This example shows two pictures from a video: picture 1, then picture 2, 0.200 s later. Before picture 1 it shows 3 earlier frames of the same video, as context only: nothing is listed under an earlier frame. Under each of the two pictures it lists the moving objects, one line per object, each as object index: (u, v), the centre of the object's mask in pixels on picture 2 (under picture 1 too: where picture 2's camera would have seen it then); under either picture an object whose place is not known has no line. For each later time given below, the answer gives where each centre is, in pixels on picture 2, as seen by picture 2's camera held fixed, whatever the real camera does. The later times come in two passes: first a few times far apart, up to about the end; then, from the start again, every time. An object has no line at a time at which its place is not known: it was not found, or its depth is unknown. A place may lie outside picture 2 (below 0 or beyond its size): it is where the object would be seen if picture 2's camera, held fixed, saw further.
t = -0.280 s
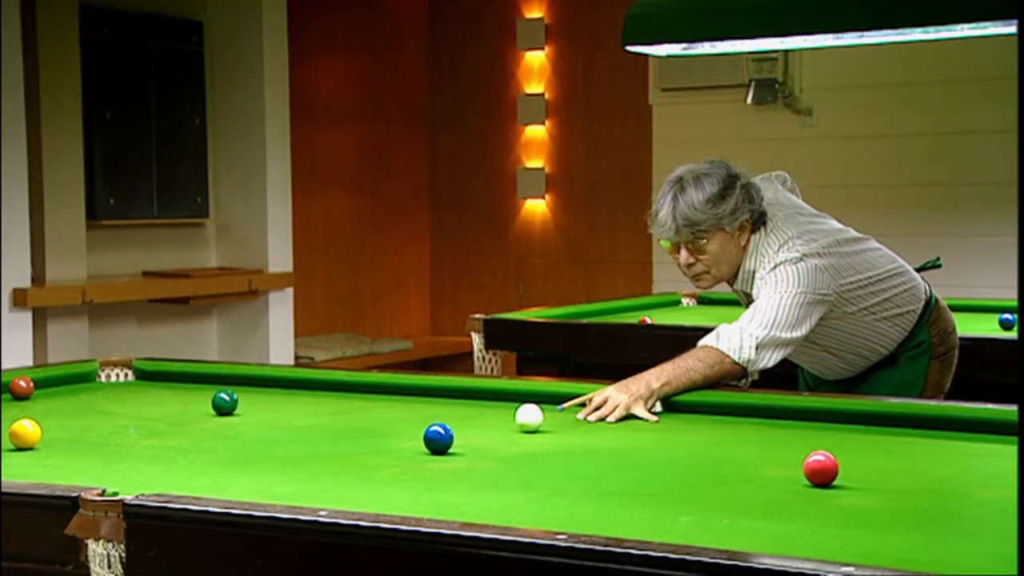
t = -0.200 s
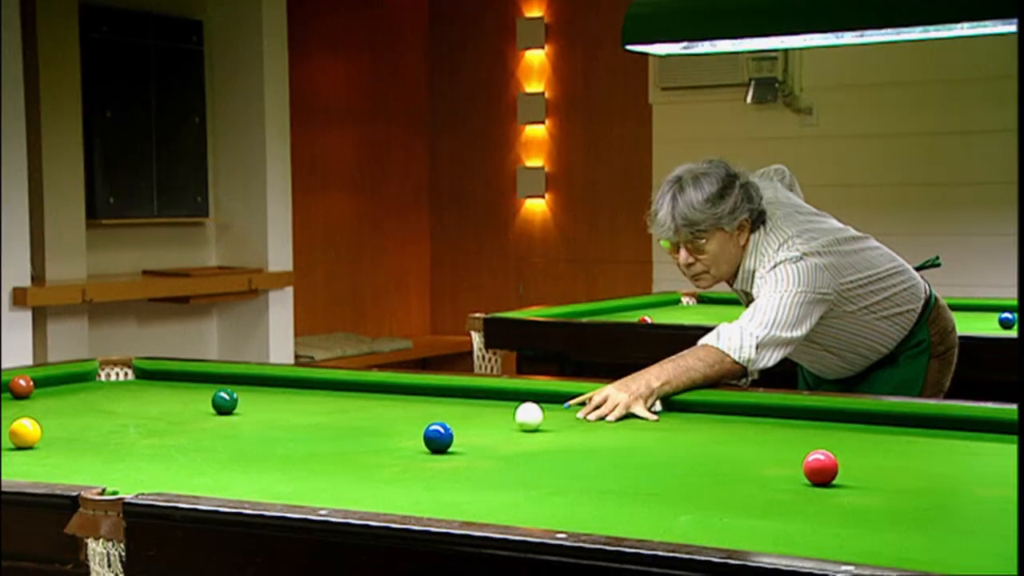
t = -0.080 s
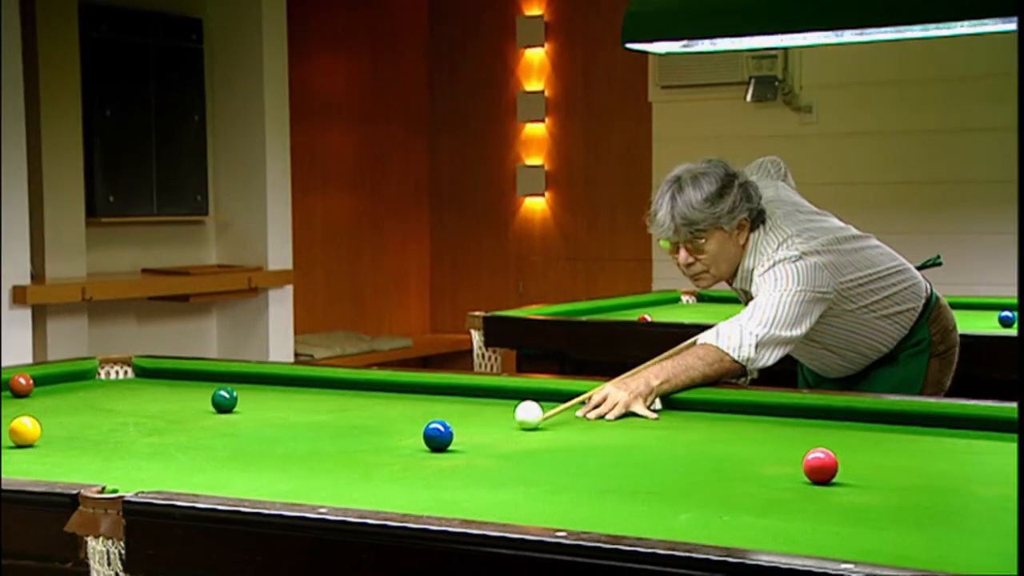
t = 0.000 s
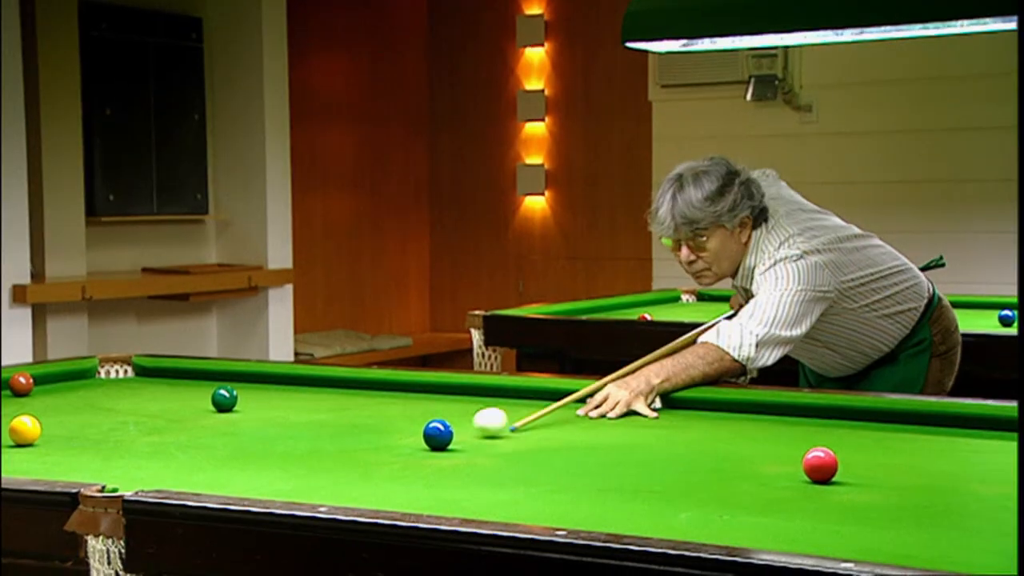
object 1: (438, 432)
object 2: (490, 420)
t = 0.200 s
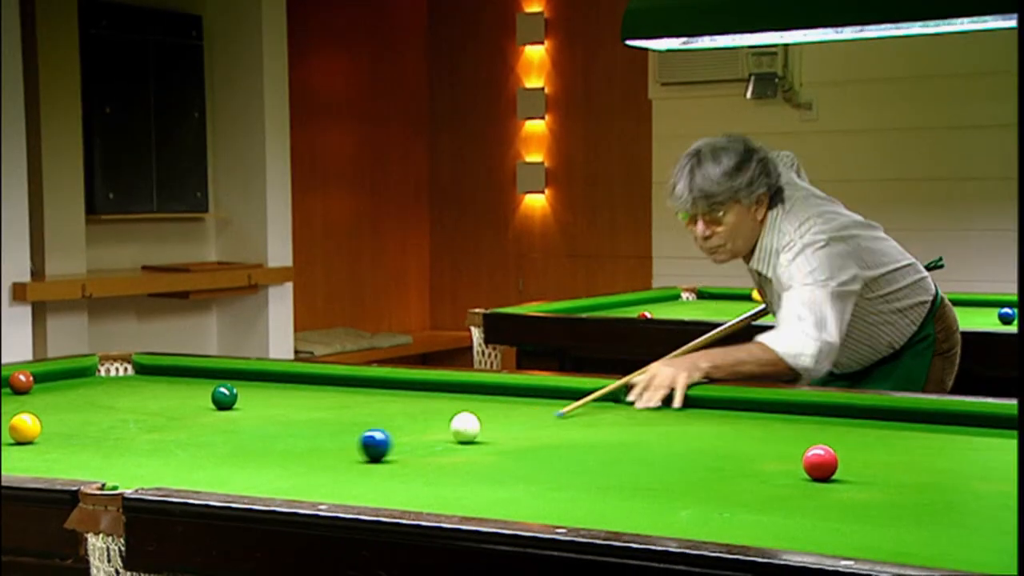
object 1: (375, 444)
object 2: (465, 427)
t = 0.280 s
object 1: (340, 452)
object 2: (472, 426)
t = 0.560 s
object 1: (204, 476)
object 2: (494, 423)
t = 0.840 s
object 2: (512, 421)
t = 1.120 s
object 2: (526, 419)
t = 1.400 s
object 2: (537, 418)
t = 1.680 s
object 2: (545, 417)
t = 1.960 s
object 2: (548, 416)
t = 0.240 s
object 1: (357, 448)
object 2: (468, 427)
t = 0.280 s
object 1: (340, 452)
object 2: (472, 426)
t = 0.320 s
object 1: (322, 455)
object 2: (475, 426)
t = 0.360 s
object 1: (303, 459)
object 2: (479, 426)
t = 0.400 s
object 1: (284, 463)
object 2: (482, 425)
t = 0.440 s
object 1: (265, 467)
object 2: (485, 424)
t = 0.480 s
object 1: (245, 471)
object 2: (488, 424)
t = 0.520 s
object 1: (225, 474)
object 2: (491, 424)
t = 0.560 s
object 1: (204, 476)
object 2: (494, 423)
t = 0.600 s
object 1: (183, 477)
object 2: (497, 423)
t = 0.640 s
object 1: (160, 479)
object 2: (500, 423)
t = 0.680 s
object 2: (502, 422)
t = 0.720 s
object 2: (505, 422)
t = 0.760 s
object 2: (508, 422)
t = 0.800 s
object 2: (510, 421)
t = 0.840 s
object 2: (512, 421)
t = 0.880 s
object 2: (514, 420)
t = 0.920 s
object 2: (516, 420)
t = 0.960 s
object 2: (519, 420)
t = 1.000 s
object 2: (521, 420)
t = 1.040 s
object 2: (523, 419)
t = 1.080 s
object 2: (524, 419)
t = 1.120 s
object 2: (526, 419)
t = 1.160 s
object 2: (528, 419)
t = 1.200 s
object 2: (530, 419)
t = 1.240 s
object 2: (531, 418)
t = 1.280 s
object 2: (533, 418)
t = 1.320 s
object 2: (534, 418)
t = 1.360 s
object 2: (536, 418)
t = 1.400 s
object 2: (537, 418)
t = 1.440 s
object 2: (538, 417)
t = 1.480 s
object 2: (539, 417)
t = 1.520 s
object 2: (541, 417)
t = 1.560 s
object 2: (542, 417)
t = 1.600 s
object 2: (543, 417)
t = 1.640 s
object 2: (544, 417)
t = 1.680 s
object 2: (545, 417)
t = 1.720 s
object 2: (545, 417)
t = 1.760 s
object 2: (546, 416)
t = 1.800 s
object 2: (547, 416)
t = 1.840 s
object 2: (547, 416)
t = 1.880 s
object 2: (548, 416)
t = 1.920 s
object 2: (548, 416)
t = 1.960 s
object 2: (548, 416)
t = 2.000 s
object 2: (549, 416)
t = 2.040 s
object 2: (549, 416)
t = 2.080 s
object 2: (549, 416)
